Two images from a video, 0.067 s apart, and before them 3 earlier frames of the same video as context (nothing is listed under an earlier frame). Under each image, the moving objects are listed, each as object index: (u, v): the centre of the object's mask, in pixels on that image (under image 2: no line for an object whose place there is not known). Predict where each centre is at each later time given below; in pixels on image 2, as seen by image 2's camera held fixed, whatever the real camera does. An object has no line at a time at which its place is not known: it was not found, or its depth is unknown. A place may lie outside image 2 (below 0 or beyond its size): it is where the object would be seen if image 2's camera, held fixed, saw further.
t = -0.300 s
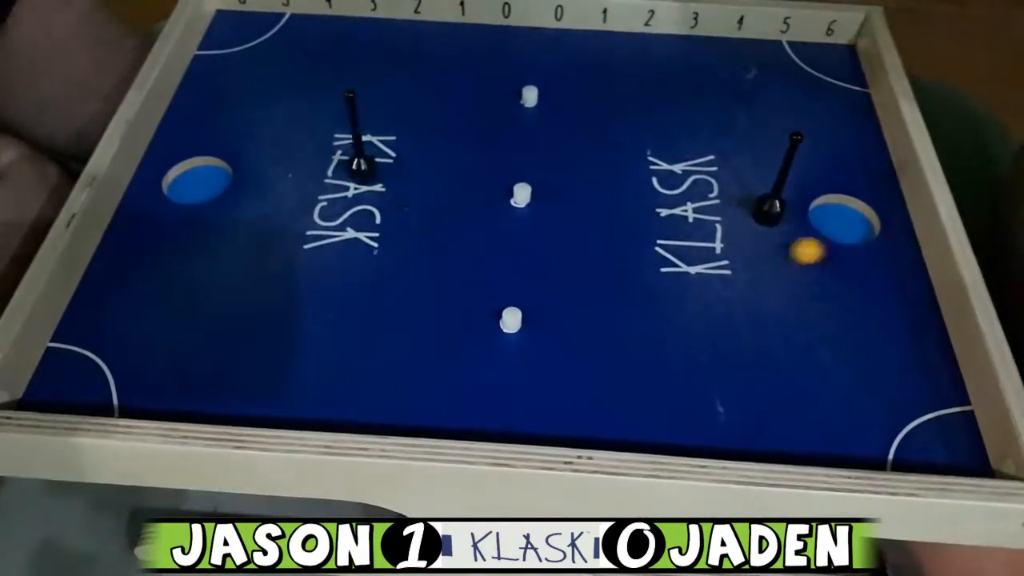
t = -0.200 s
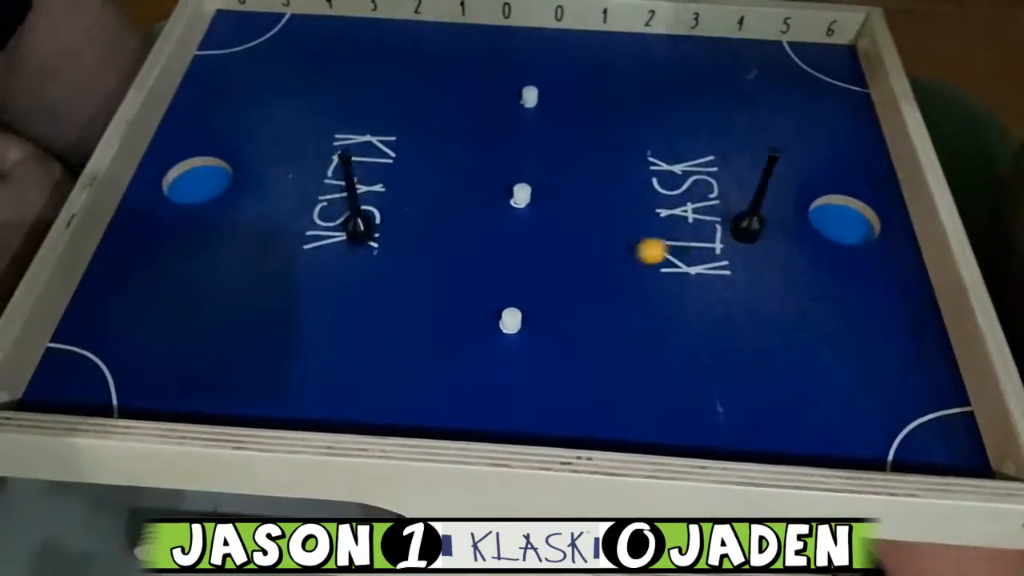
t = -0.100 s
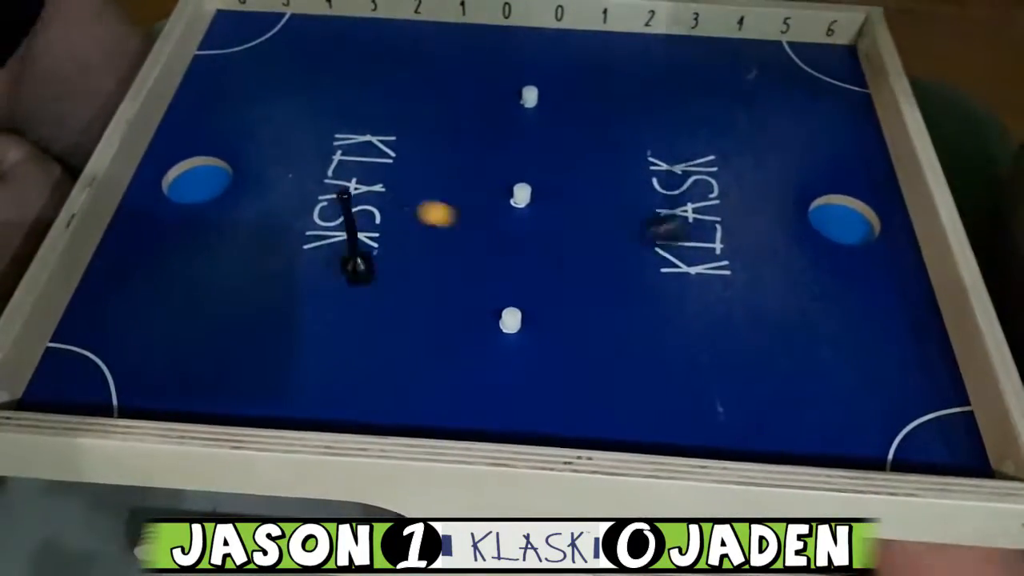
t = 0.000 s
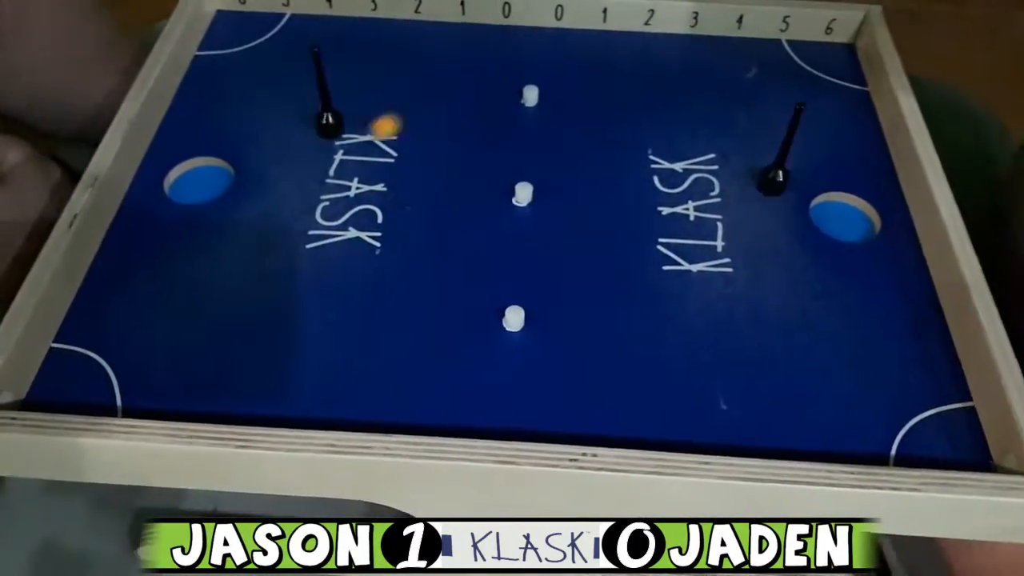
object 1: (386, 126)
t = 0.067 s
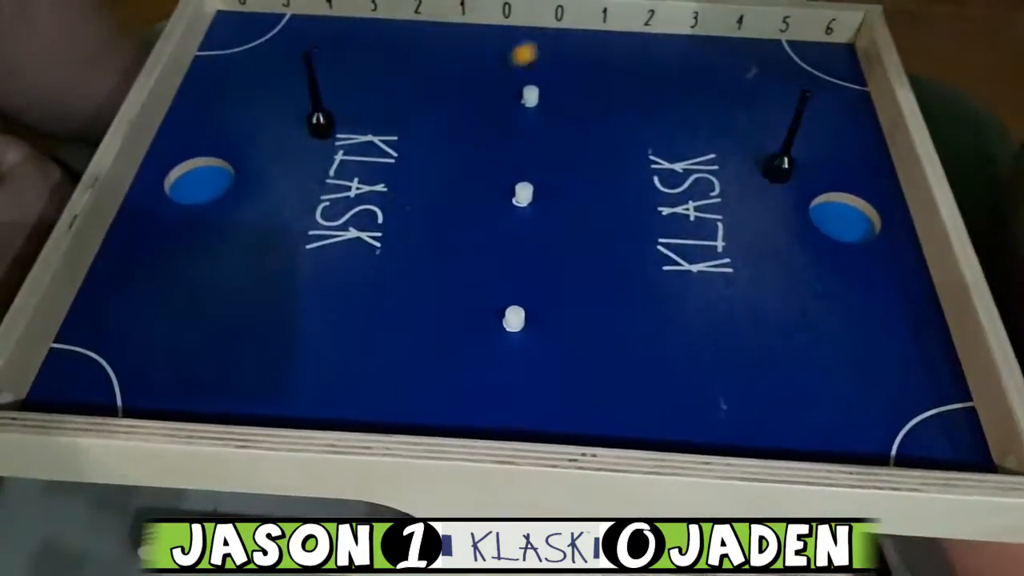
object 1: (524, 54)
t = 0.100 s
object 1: (582, 27)
